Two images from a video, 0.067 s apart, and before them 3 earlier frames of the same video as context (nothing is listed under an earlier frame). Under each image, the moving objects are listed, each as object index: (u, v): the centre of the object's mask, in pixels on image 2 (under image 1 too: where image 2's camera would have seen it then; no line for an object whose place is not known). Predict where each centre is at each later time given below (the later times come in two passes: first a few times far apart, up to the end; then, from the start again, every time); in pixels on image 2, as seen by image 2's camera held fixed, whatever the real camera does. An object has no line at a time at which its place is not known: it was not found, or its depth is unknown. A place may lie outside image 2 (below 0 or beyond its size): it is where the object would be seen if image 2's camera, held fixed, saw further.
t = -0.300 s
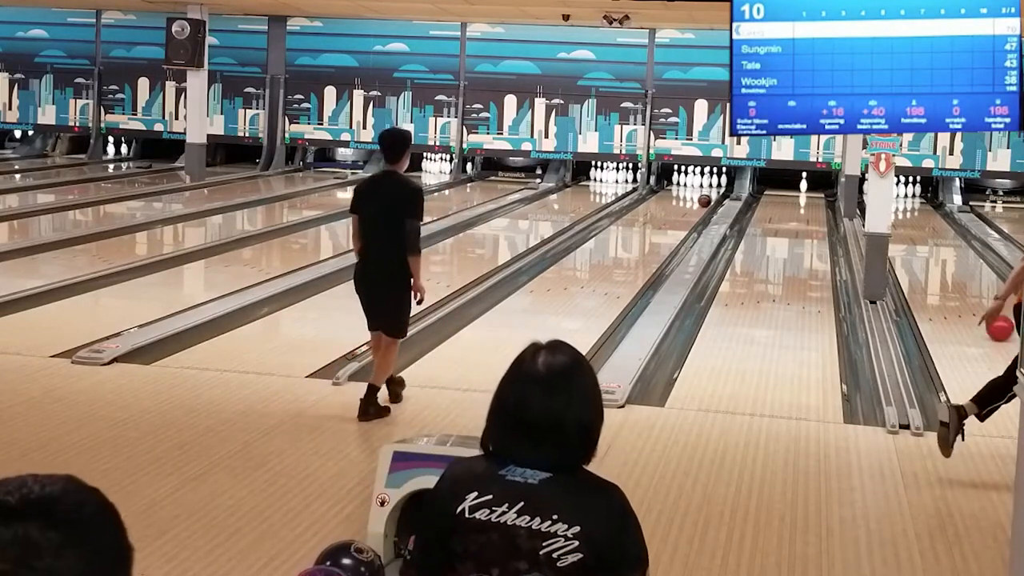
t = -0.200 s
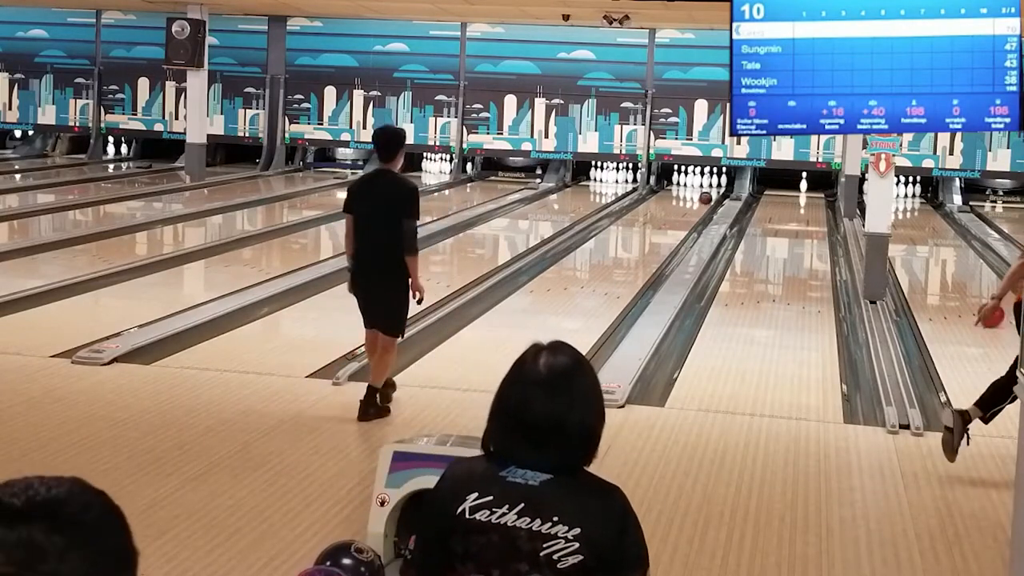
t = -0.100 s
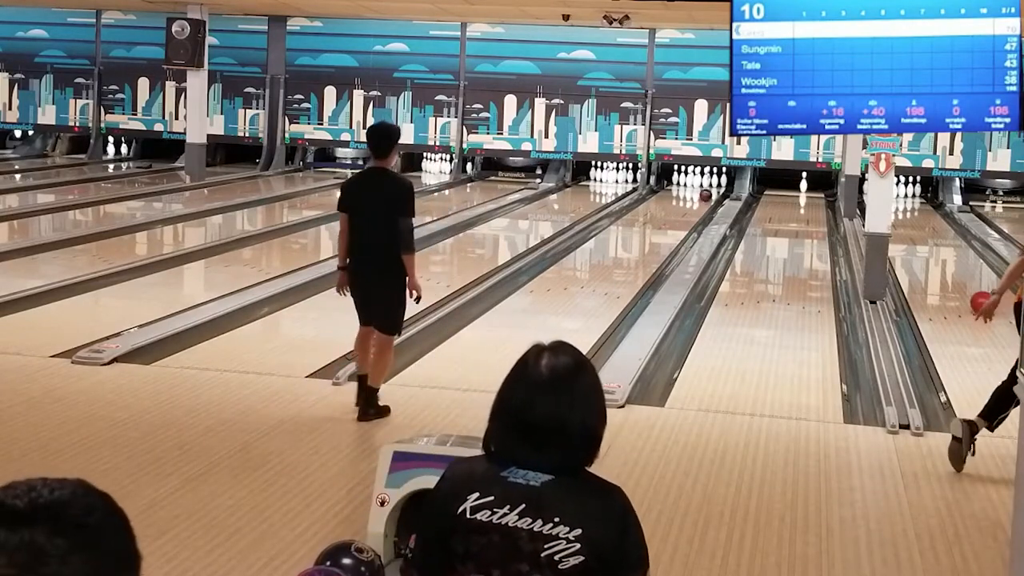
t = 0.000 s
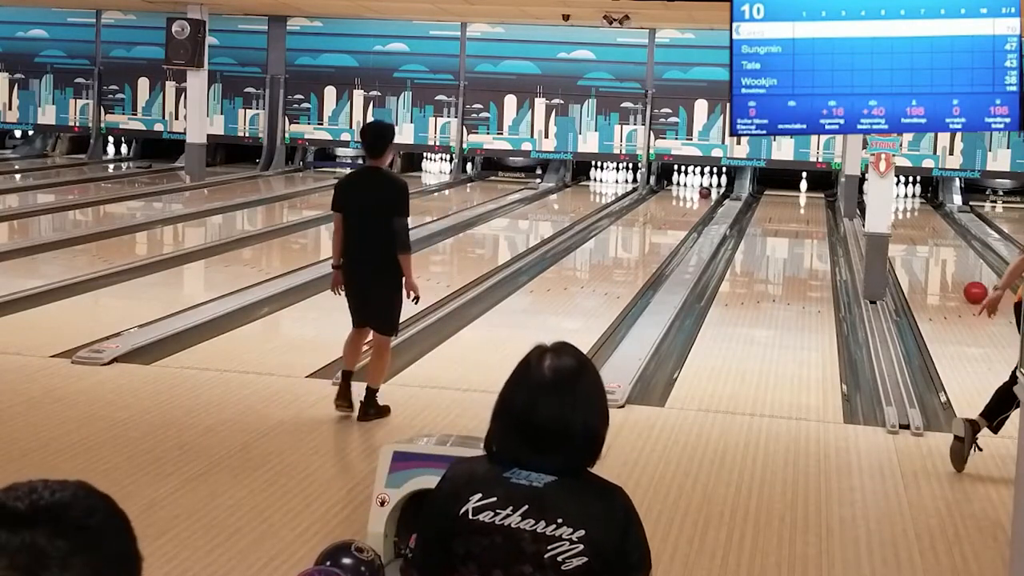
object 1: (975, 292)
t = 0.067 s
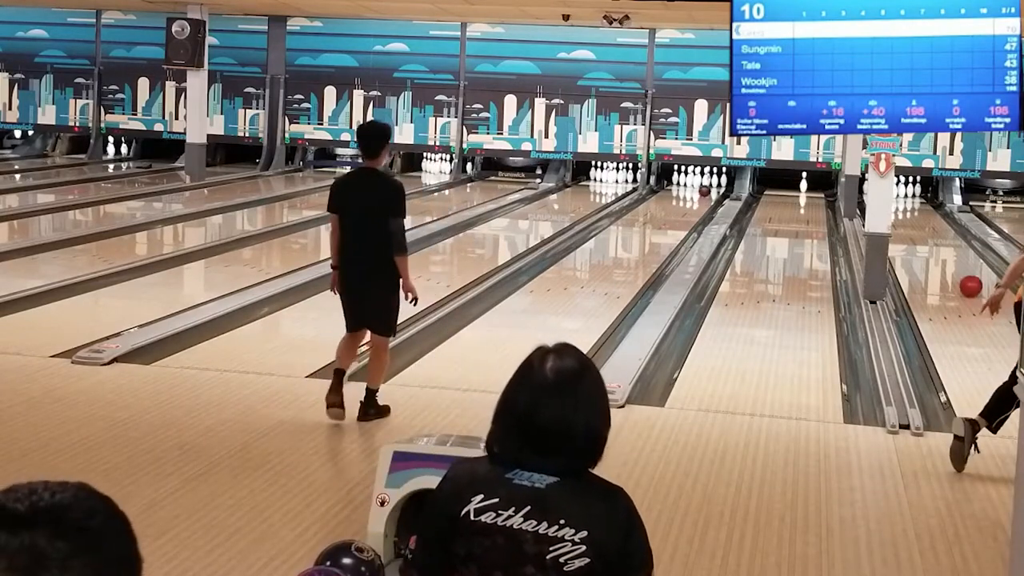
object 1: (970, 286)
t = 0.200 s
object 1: (962, 275)
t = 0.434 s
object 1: (950, 256)
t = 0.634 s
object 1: (940, 244)
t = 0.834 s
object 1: (932, 233)
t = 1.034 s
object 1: (925, 225)
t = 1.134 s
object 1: (921, 220)
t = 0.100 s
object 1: (968, 283)
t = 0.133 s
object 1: (966, 280)
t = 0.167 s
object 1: (964, 277)
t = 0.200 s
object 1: (962, 275)
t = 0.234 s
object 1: (960, 272)
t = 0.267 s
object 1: (958, 269)
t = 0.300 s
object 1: (957, 266)
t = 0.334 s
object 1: (955, 263)
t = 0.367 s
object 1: (953, 261)
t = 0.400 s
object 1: (951, 259)
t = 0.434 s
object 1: (950, 256)
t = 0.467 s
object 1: (948, 254)
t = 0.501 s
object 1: (946, 252)
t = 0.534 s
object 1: (945, 250)
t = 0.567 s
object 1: (943, 248)
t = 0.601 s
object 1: (942, 246)
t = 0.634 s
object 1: (940, 244)
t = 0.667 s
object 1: (939, 242)
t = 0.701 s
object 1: (937, 240)
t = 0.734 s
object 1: (936, 239)
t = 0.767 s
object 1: (934, 237)
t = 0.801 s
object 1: (933, 235)
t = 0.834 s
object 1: (932, 233)
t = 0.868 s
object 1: (931, 232)
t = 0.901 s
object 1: (929, 230)
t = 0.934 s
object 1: (928, 229)
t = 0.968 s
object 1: (927, 227)
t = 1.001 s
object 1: (926, 226)
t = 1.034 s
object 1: (925, 225)
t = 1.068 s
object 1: (924, 223)
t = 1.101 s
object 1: (922, 222)
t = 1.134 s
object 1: (921, 220)
